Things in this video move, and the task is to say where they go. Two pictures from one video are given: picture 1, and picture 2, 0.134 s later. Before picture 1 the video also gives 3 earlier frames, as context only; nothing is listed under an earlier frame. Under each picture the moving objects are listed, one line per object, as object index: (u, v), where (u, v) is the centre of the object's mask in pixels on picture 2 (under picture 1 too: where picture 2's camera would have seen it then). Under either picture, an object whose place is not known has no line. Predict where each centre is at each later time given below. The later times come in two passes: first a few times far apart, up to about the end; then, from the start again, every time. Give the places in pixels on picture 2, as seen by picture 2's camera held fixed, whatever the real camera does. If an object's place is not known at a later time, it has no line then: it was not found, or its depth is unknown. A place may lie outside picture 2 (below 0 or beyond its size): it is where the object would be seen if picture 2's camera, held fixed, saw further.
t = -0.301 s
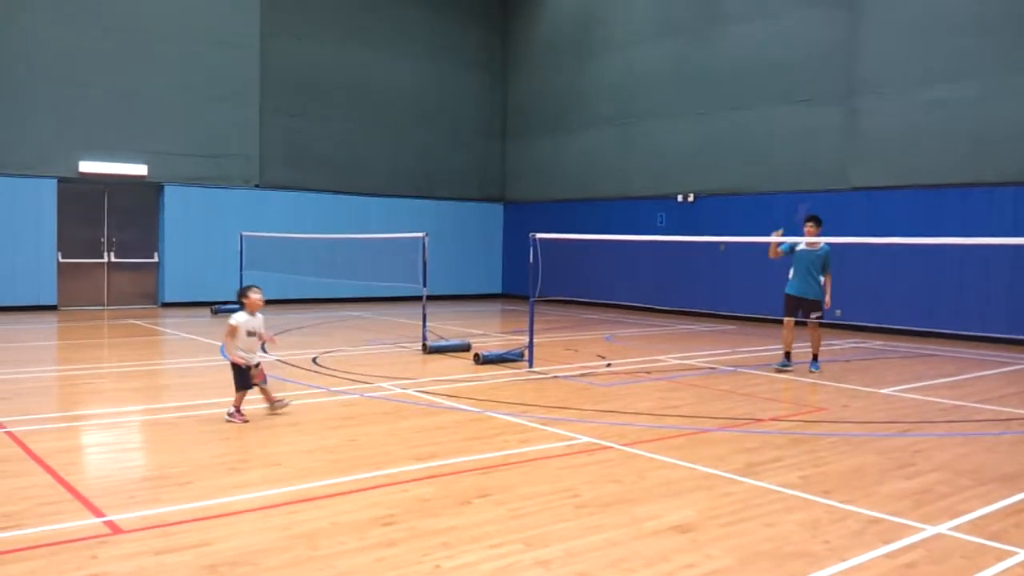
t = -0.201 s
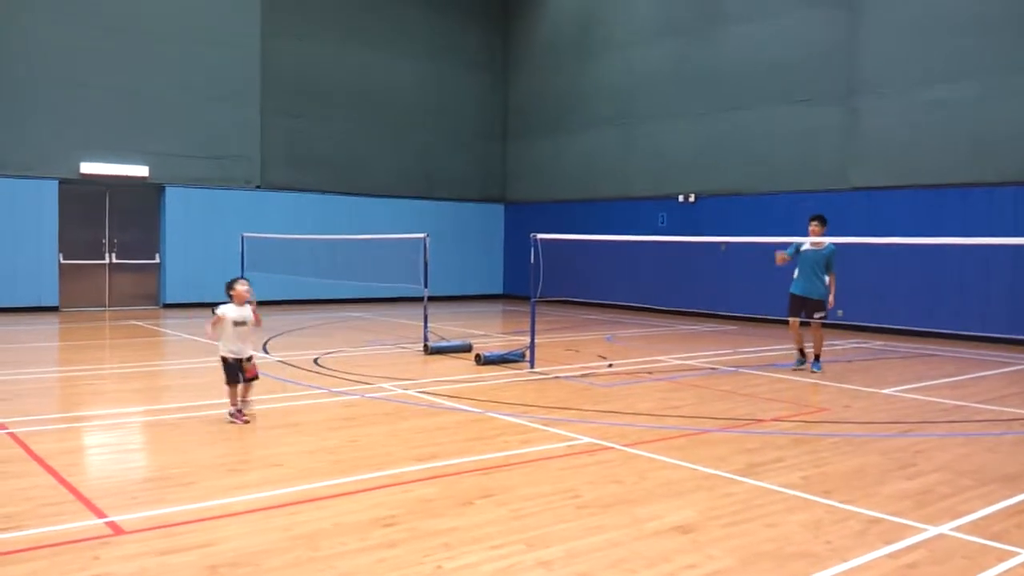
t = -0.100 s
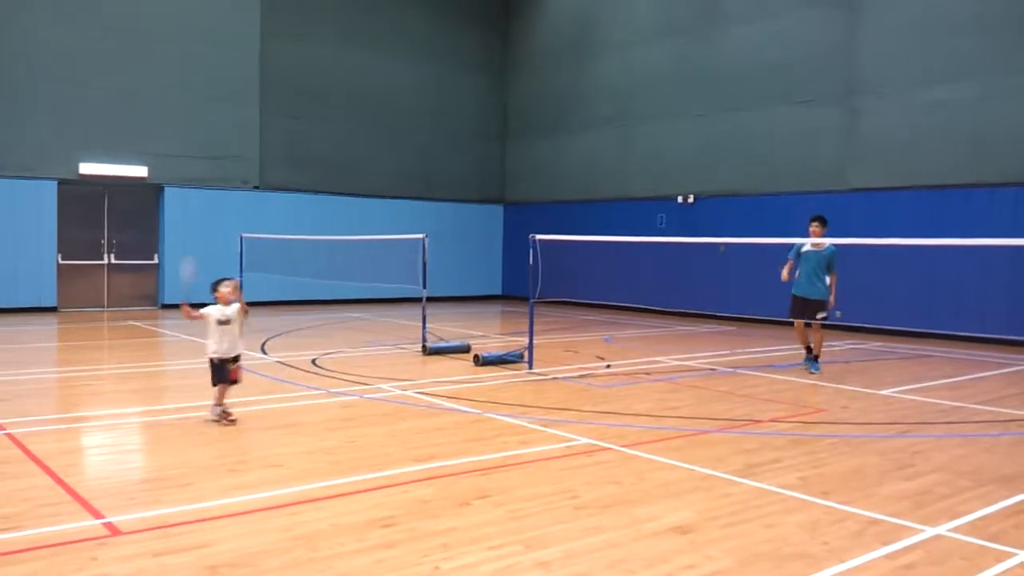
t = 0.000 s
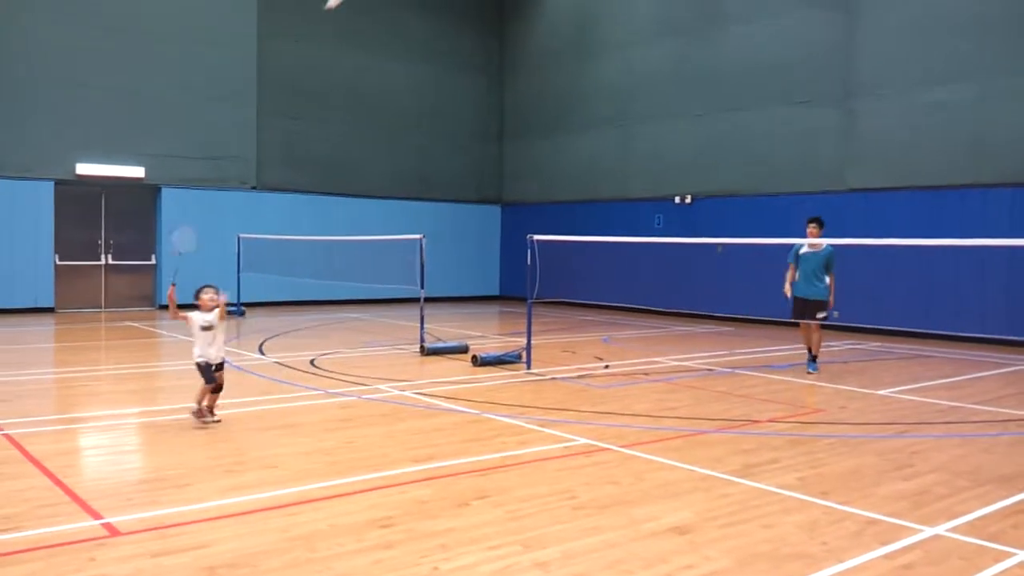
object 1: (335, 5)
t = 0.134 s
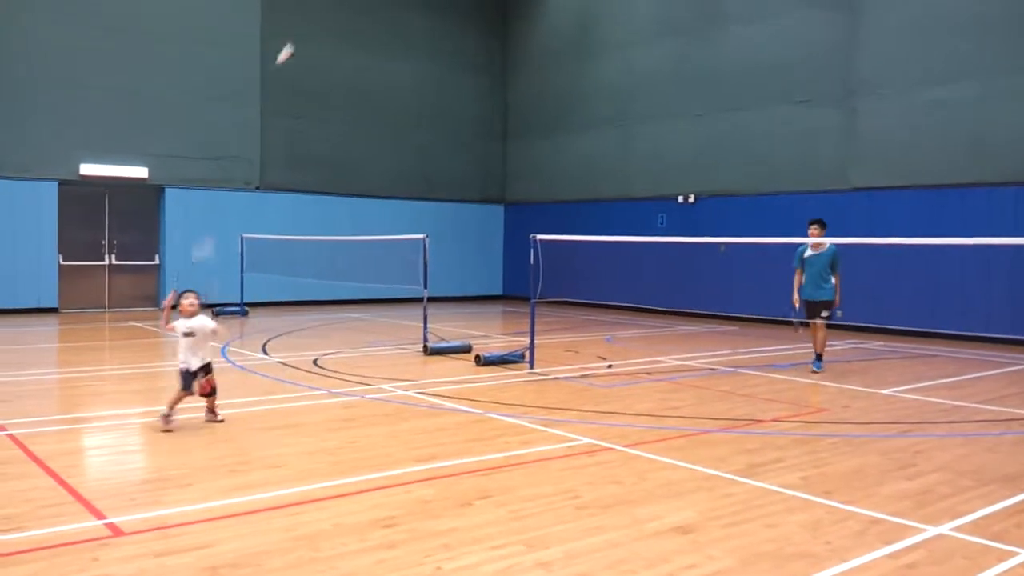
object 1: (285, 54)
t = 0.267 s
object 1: (237, 127)
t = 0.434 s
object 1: (189, 238)
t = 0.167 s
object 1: (272, 70)
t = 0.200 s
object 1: (261, 88)
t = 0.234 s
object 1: (249, 108)
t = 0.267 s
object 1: (237, 127)
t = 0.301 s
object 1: (227, 147)
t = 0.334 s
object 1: (216, 170)
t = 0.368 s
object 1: (207, 191)
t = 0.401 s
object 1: (197, 216)
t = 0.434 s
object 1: (189, 238)
